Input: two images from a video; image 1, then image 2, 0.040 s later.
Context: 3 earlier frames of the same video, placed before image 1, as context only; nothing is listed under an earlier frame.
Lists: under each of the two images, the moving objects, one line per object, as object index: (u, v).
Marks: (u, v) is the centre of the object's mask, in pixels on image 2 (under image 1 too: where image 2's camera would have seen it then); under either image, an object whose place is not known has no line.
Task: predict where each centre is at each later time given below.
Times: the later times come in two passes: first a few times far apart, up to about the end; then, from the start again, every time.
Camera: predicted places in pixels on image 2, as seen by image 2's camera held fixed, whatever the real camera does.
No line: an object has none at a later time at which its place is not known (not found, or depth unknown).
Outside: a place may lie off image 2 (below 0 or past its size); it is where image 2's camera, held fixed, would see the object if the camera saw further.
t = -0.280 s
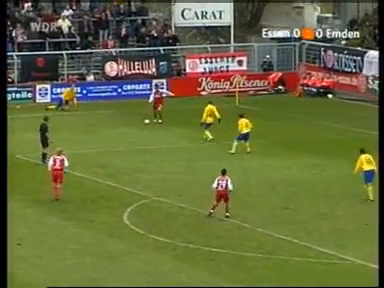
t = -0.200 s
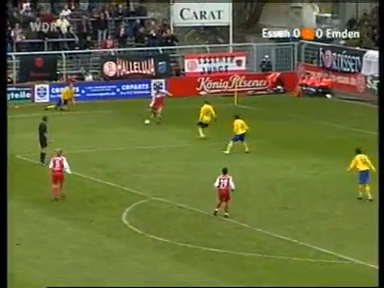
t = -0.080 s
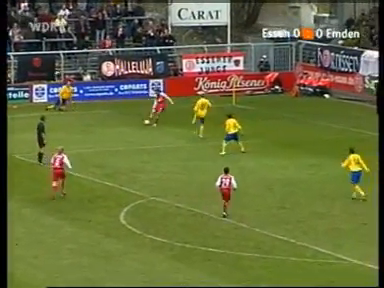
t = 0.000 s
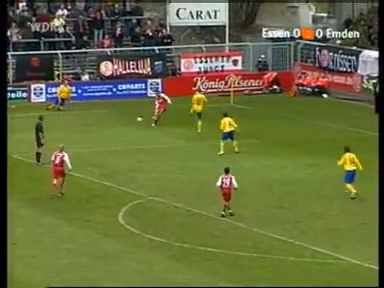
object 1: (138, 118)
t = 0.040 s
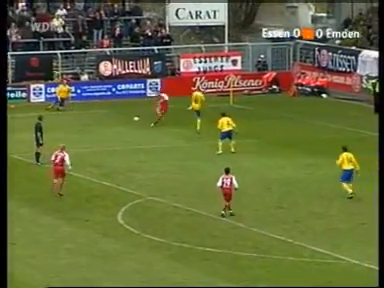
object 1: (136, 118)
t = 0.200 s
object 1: (127, 122)
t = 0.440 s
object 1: (119, 142)
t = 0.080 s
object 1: (133, 118)
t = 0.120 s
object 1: (131, 119)
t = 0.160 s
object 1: (130, 120)
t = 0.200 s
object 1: (127, 122)
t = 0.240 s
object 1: (126, 124)
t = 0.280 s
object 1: (124, 126)
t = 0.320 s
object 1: (123, 129)
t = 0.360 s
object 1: (122, 133)
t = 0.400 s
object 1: (121, 137)
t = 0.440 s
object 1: (119, 142)
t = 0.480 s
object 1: (118, 147)
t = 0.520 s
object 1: (118, 154)
